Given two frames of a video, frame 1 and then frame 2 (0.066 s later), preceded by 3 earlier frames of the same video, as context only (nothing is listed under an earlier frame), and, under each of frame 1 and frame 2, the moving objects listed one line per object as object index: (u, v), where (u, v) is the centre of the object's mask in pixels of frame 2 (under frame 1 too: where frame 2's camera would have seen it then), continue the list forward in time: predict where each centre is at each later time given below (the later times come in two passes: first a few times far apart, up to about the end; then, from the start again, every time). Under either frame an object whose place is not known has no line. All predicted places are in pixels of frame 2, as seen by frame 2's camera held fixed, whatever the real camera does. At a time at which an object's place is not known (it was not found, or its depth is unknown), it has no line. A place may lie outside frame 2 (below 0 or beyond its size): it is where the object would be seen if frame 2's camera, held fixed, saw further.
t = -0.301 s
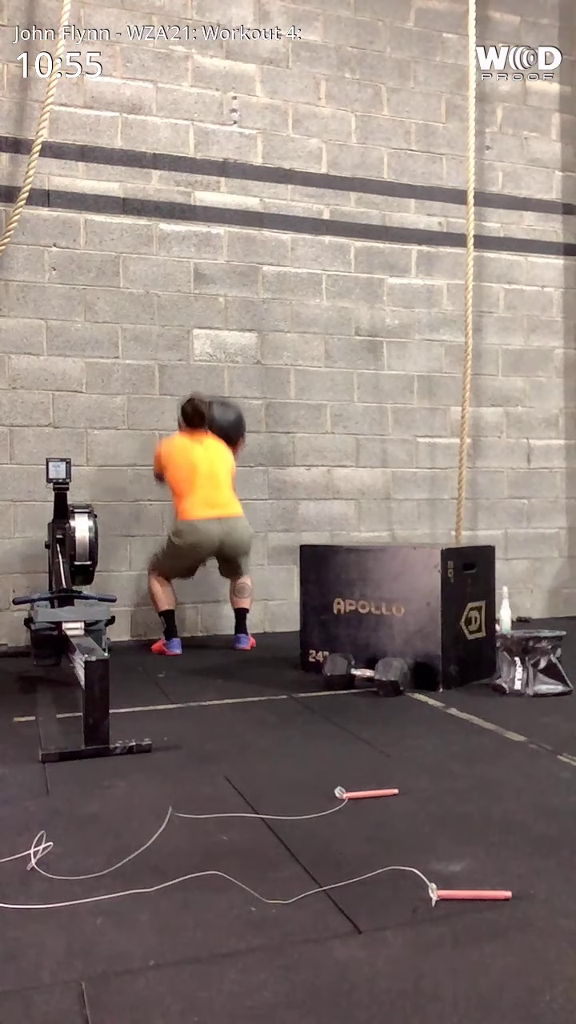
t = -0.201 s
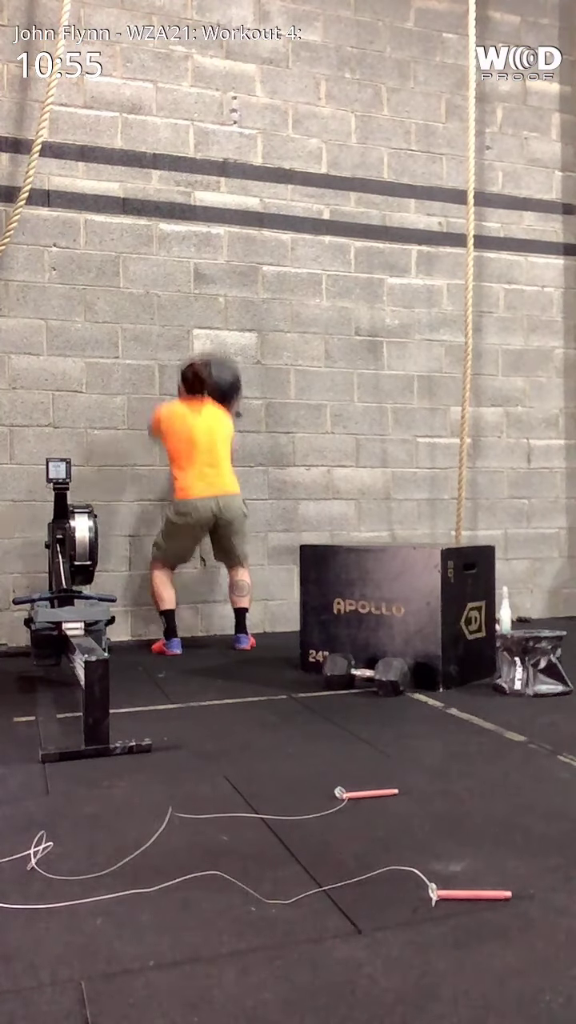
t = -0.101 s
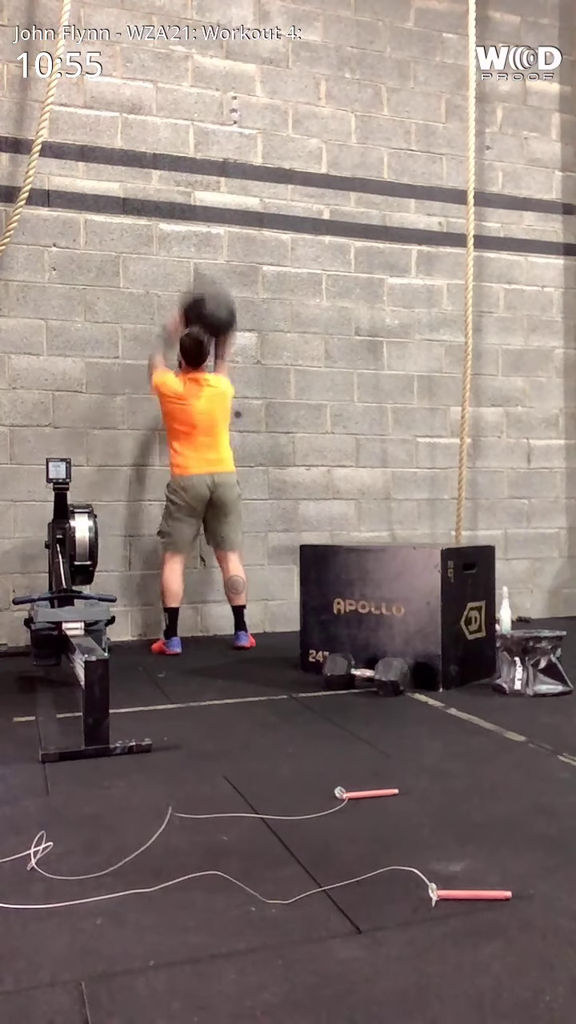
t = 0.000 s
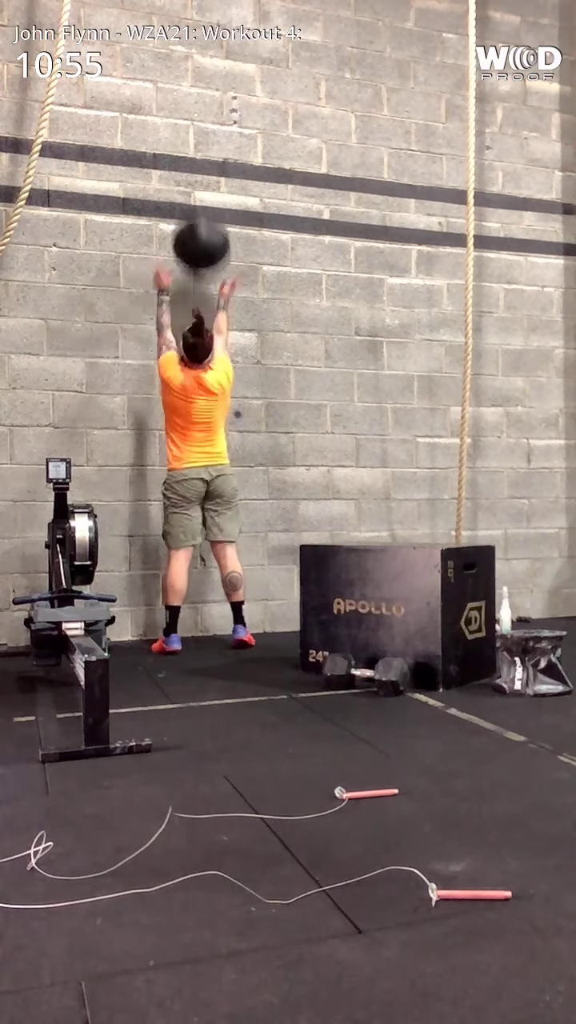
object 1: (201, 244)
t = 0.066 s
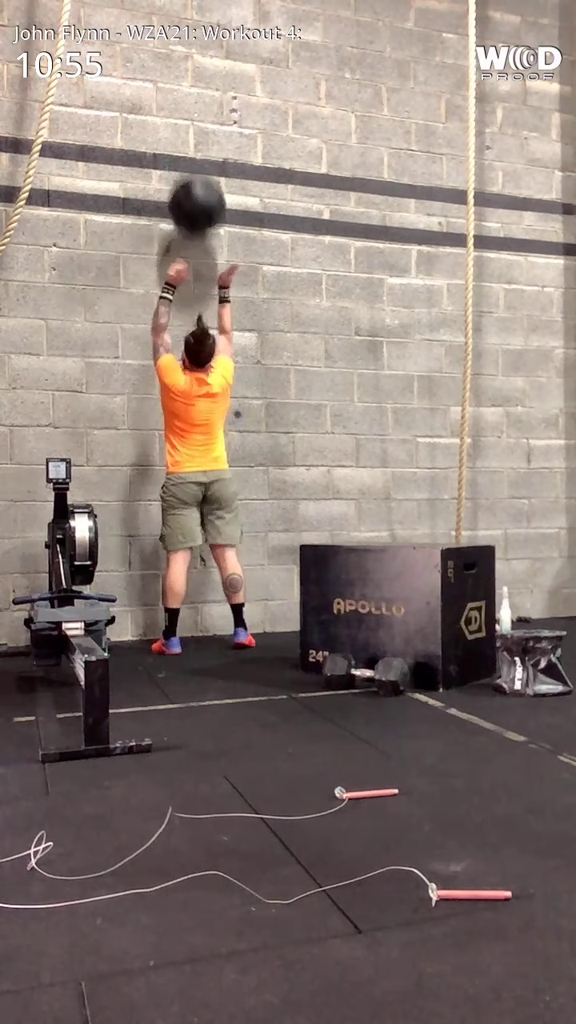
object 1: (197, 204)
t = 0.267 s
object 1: (186, 135)
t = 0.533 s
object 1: (184, 130)
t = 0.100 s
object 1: (194, 191)
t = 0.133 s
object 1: (192, 173)
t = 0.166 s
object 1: (190, 161)
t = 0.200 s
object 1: (189, 151)
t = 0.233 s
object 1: (187, 143)
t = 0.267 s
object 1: (186, 135)
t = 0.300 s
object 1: (186, 130)
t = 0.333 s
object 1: (185, 125)
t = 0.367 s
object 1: (185, 122)
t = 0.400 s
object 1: (185, 121)
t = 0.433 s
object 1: (185, 121)
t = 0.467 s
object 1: (184, 123)
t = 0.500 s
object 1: (184, 127)
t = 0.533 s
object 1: (184, 130)
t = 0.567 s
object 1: (183, 140)
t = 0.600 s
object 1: (184, 149)
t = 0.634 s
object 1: (183, 160)
